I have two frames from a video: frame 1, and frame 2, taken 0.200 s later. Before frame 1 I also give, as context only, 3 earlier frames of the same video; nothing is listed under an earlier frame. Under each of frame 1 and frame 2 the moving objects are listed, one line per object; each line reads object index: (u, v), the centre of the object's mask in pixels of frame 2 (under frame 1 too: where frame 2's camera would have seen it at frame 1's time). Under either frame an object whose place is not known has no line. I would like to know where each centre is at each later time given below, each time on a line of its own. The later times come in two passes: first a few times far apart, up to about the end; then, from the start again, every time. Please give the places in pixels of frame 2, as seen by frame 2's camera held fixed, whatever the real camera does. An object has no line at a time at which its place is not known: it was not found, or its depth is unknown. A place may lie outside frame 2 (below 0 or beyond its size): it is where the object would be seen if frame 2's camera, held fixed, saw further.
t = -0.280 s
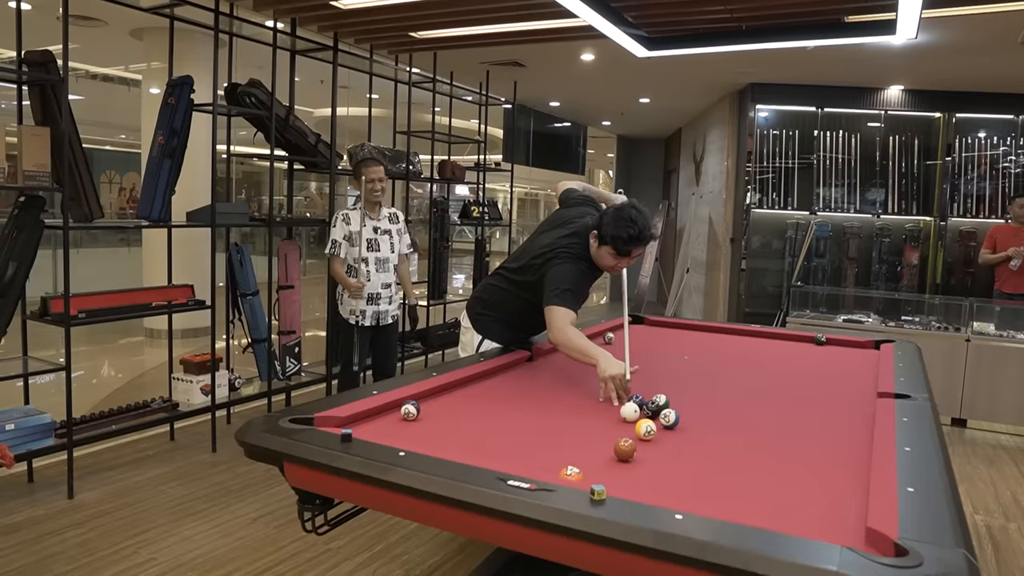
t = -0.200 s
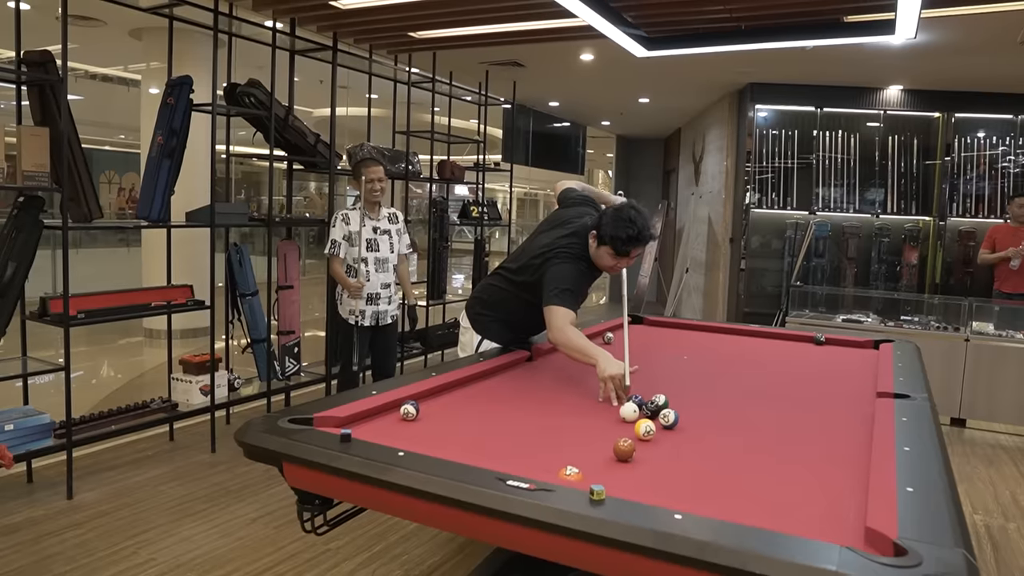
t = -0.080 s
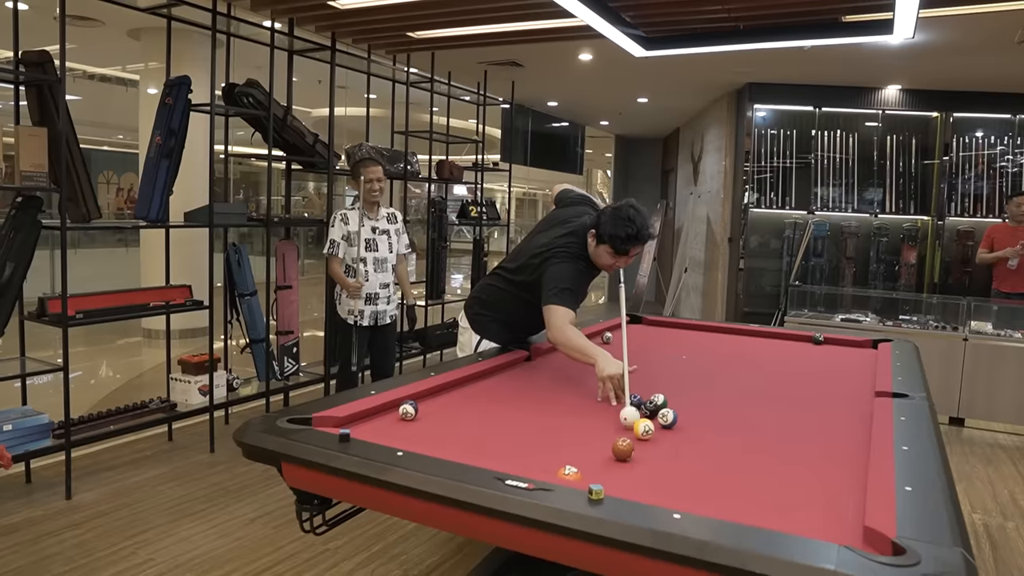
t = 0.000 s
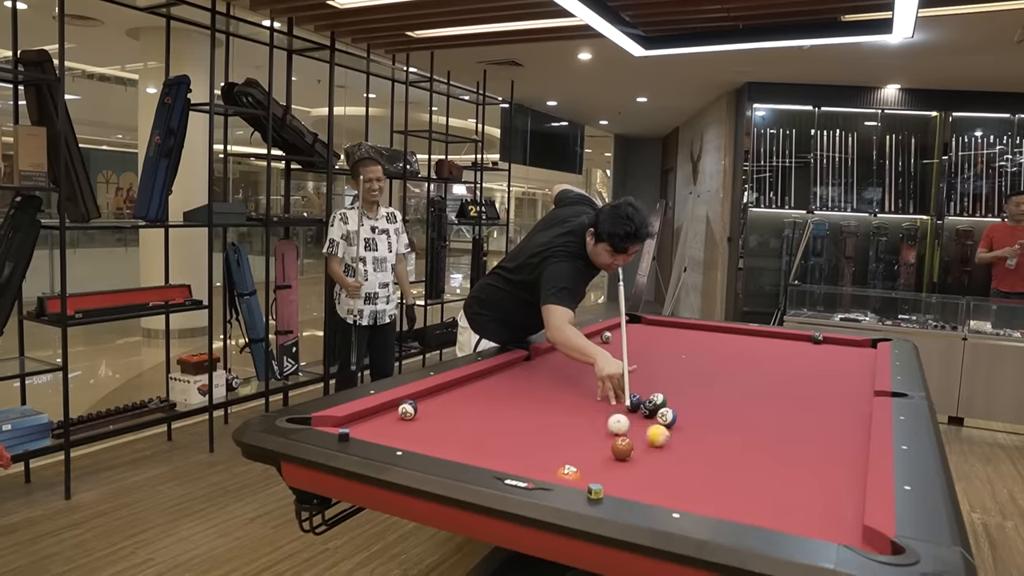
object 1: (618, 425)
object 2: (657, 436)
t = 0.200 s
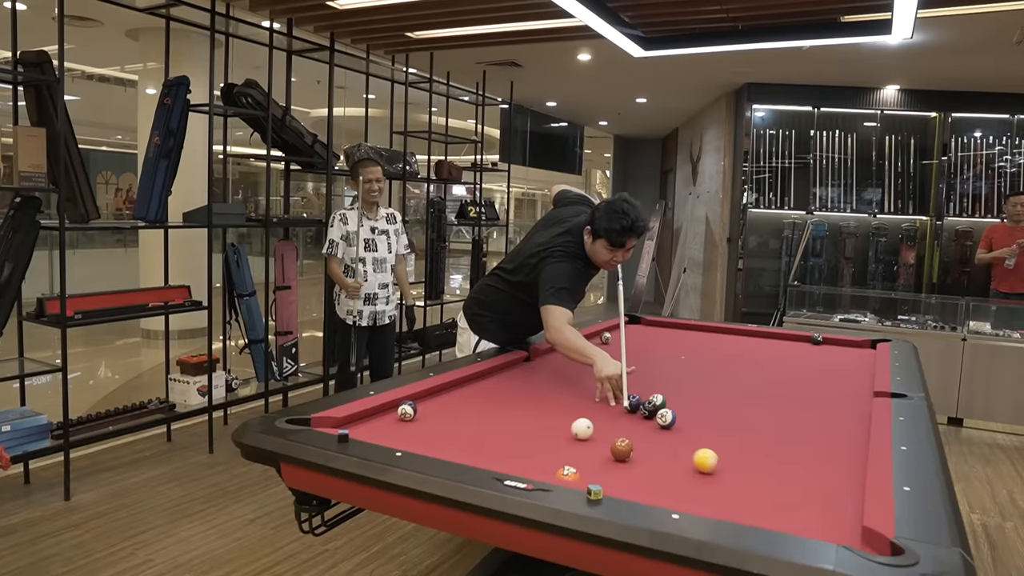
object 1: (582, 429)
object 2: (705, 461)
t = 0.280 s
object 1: (568, 430)
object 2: (726, 471)
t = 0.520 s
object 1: (526, 433)
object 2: (798, 507)
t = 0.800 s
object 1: (478, 437)
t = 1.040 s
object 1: (437, 439)
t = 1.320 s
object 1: (399, 437)
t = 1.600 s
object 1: (395, 432)
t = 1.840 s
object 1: (393, 427)
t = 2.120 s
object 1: (390, 422)
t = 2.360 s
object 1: (389, 418)
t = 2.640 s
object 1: (387, 414)
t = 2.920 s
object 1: (385, 410)
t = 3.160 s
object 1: (387, 409)
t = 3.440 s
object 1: (386, 410)
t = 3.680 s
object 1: (386, 409)
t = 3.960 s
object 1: (386, 410)
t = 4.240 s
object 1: (386, 410)
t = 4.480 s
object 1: (387, 410)
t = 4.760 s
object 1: (387, 410)
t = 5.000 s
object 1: (387, 410)
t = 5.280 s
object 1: (387, 410)
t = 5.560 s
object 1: (387, 410)
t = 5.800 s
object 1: (387, 410)
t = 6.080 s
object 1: (387, 410)
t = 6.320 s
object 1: (387, 410)
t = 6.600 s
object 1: (387, 410)
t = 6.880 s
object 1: (387, 410)
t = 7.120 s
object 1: (387, 410)
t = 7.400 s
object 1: (387, 410)
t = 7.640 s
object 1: (387, 410)
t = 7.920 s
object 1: (387, 410)
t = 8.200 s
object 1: (387, 410)
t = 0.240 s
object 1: (575, 429)
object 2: (716, 466)
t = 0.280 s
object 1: (568, 430)
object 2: (726, 471)
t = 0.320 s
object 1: (561, 431)
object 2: (737, 476)
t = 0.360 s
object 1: (554, 431)
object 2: (748, 482)
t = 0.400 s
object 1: (547, 432)
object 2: (760, 488)
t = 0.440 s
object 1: (540, 432)
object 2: (772, 494)
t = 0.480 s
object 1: (533, 433)
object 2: (784, 500)
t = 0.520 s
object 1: (526, 433)
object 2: (798, 507)
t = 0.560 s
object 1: (520, 434)
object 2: (810, 512)
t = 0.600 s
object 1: (513, 434)
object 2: (825, 519)
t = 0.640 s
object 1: (506, 435)
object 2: (840, 526)
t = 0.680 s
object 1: (499, 436)
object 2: (855, 533)
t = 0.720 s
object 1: (492, 436)
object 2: (867, 540)
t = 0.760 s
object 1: (485, 437)
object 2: (878, 546)
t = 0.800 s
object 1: (478, 437)
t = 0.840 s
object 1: (472, 438)
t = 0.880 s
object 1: (465, 438)
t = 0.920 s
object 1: (458, 438)
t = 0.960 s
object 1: (451, 439)
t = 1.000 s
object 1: (444, 439)
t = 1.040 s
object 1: (437, 439)
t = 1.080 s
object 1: (431, 440)
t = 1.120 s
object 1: (424, 440)
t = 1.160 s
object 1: (417, 440)
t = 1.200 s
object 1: (411, 439)
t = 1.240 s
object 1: (404, 438)
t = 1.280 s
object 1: (400, 438)
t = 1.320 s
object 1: (399, 437)
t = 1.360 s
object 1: (398, 436)
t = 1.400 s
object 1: (398, 436)
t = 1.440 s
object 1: (397, 435)
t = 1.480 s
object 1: (396, 434)
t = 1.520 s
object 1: (396, 434)
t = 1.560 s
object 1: (395, 433)
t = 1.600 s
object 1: (395, 432)
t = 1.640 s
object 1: (395, 431)
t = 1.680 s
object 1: (394, 430)
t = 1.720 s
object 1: (394, 430)
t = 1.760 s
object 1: (393, 429)
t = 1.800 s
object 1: (393, 428)
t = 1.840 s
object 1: (393, 427)
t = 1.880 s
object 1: (392, 427)
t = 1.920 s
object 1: (392, 426)
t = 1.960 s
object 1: (391, 425)
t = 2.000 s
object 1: (391, 424)
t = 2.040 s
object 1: (391, 423)
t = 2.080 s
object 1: (390, 422)
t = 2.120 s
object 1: (390, 422)
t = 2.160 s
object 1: (390, 421)
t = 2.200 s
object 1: (390, 420)
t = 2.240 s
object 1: (389, 419)
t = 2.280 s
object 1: (389, 419)
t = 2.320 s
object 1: (389, 418)
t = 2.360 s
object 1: (389, 418)
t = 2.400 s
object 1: (388, 417)
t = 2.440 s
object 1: (388, 416)
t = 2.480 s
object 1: (388, 416)
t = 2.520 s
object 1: (388, 415)
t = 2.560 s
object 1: (387, 415)
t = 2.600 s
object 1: (387, 414)
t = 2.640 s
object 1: (387, 414)
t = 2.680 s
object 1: (386, 413)
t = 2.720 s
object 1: (386, 412)
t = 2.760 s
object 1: (386, 412)
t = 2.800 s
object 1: (386, 412)
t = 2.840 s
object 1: (385, 411)
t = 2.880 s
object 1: (385, 411)
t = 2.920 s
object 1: (385, 410)
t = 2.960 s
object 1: (384, 410)
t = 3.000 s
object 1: (385, 410)
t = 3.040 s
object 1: (386, 410)
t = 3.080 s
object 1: (386, 409)
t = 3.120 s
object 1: (386, 409)
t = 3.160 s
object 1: (387, 409)
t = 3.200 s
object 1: (387, 409)
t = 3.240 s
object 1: (387, 409)
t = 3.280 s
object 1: (387, 409)
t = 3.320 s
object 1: (386, 409)
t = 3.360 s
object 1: (386, 409)
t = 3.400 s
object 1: (386, 410)
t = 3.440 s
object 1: (386, 410)
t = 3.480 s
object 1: (386, 410)
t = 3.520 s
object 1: (386, 410)
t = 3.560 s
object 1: (386, 410)
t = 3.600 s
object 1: (386, 409)
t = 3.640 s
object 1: (386, 410)
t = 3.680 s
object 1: (386, 409)
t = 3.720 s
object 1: (386, 410)
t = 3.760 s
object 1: (386, 409)
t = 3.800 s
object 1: (386, 409)
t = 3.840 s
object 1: (386, 409)
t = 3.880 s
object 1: (386, 410)
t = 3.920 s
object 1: (386, 410)
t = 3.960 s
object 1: (386, 410)
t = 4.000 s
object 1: (386, 410)
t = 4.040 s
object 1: (386, 410)
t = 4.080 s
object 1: (386, 410)
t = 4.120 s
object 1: (386, 410)
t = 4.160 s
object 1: (386, 410)
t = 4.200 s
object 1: (386, 410)
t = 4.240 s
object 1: (386, 410)
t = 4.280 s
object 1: (386, 410)
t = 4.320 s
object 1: (387, 410)
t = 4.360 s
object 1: (387, 410)
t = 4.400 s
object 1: (387, 410)
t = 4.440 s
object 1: (386, 410)
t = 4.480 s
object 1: (387, 410)
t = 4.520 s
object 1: (387, 410)
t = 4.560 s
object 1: (387, 410)
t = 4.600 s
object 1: (387, 410)
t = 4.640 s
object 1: (387, 410)
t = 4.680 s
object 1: (387, 410)
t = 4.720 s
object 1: (387, 410)
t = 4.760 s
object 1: (387, 410)
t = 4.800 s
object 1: (387, 410)
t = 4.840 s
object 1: (387, 410)
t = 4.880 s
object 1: (387, 410)
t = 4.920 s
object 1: (387, 410)
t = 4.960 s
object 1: (387, 410)
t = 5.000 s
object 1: (387, 410)
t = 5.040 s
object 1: (387, 410)
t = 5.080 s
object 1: (387, 410)
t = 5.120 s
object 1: (387, 410)
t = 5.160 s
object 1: (387, 410)
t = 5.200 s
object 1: (387, 410)
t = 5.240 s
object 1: (387, 410)
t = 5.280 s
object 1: (387, 410)
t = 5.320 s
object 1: (387, 410)
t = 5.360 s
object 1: (387, 410)
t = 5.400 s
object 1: (387, 410)
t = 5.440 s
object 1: (387, 410)
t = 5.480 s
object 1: (387, 410)
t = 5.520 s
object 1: (387, 410)
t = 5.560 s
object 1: (387, 410)
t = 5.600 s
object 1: (387, 410)
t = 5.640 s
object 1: (387, 410)
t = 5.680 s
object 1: (387, 410)
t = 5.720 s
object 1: (387, 410)
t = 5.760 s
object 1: (387, 410)
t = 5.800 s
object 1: (387, 410)
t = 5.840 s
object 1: (387, 410)
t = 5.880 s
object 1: (387, 410)
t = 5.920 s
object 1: (387, 410)
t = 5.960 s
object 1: (387, 410)
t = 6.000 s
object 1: (387, 410)
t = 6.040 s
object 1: (387, 410)
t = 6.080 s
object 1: (387, 410)
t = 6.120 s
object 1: (387, 410)
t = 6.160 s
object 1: (387, 410)
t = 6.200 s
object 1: (387, 410)
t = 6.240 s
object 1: (387, 410)
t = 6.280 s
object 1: (387, 410)
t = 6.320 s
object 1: (387, 410)
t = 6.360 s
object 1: (387, 410)
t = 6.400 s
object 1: (387, 410)
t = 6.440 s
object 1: (387, 410)
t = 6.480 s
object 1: (387, 410)
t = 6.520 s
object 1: (387, 410)
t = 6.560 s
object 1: (387, 410)
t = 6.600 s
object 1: (387, 410)
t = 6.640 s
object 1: (387, 410)
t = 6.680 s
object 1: (387, 410)
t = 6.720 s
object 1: (387, 410)
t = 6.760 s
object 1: (387, 410)
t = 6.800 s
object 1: (387, 410)
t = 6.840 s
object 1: (387, 410)
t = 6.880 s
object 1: (387, 410)
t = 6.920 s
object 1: (387, 410)
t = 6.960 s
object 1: (387, 410)
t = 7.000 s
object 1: (387, 410)
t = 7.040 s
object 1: (387, 410)
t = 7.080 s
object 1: (387, 410)
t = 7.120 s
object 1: (387, 410)
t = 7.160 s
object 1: (387, 410)
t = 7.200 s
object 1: (387, 410)
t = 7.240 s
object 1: (387, 410)
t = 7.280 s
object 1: (387, 410)
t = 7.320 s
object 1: (387, 410)
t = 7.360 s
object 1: (387, 410)
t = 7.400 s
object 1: (387, 410)
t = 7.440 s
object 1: (387, 410)
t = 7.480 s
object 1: (387, 410)
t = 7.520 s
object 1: (387, 410)
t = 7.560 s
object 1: (387, 410)
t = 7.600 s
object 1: (387, 410)
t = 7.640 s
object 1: (387, 410)
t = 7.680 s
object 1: (387, 410)
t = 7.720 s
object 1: (387, 410)
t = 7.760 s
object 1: (387, 410)
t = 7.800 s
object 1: (387, 410)
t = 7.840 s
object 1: (387, 410)
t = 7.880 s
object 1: (387, 410)
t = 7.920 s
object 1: (387, 410)
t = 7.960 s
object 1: (387, 410)
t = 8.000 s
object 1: (387, 410)
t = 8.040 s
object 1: (387, 410)
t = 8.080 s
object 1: (387, 410)
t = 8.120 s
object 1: (387, 410)
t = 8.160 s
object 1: (387, 410)
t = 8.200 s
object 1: (387, 410)
